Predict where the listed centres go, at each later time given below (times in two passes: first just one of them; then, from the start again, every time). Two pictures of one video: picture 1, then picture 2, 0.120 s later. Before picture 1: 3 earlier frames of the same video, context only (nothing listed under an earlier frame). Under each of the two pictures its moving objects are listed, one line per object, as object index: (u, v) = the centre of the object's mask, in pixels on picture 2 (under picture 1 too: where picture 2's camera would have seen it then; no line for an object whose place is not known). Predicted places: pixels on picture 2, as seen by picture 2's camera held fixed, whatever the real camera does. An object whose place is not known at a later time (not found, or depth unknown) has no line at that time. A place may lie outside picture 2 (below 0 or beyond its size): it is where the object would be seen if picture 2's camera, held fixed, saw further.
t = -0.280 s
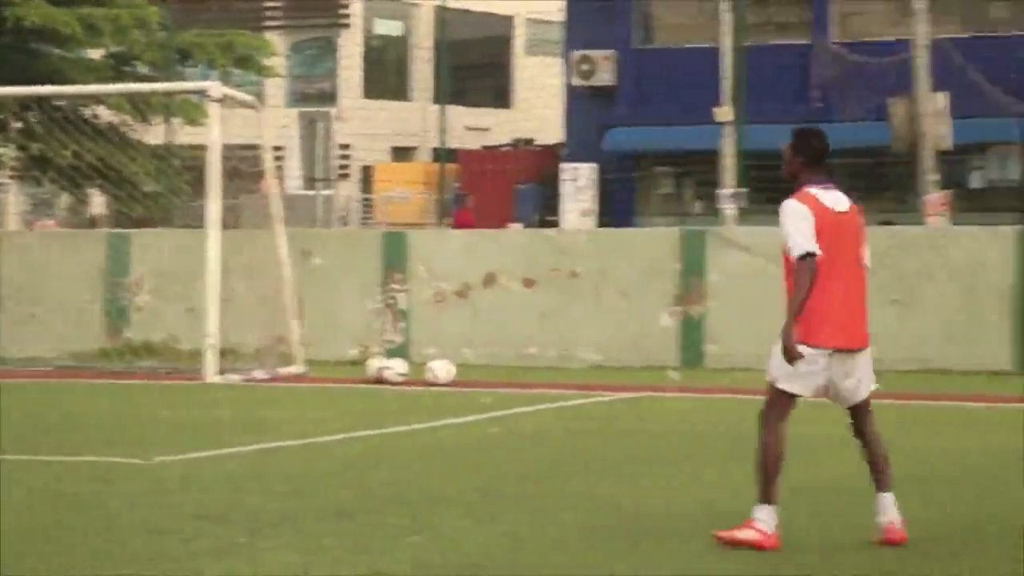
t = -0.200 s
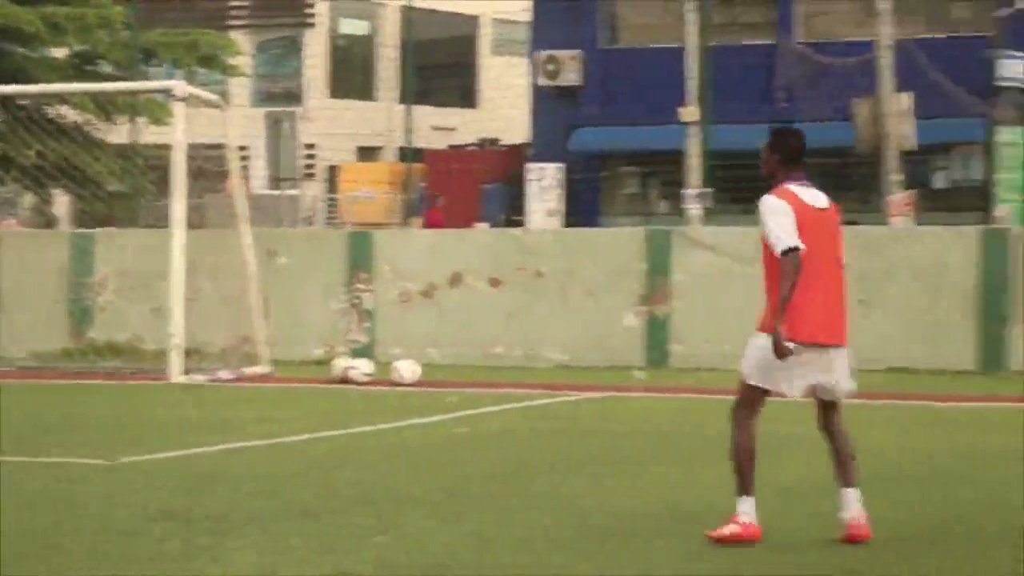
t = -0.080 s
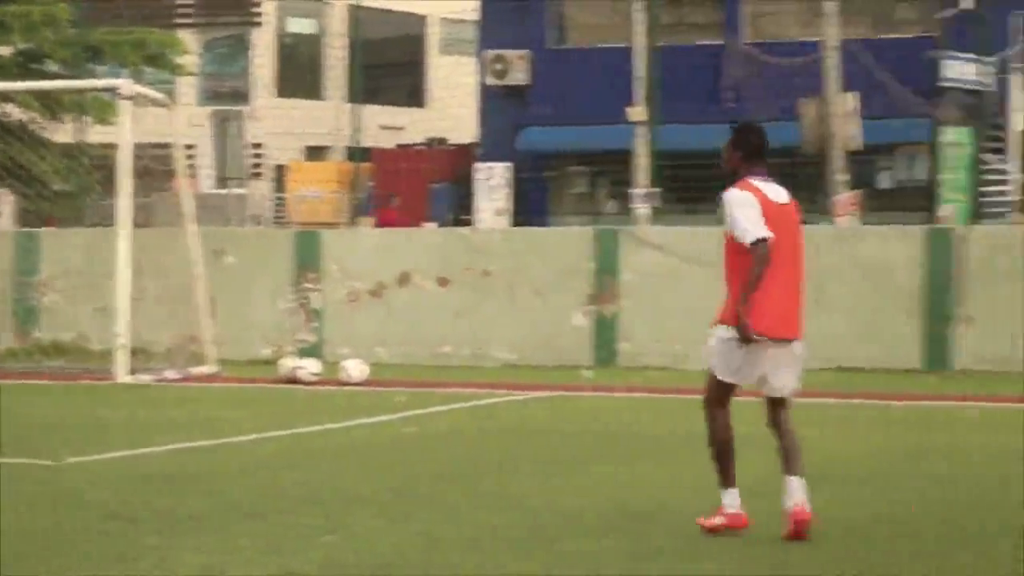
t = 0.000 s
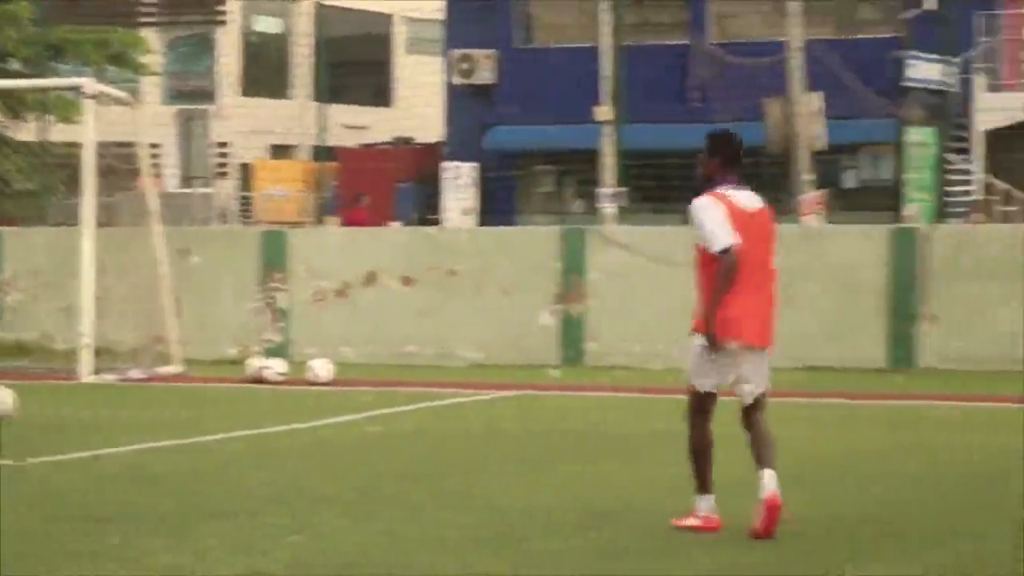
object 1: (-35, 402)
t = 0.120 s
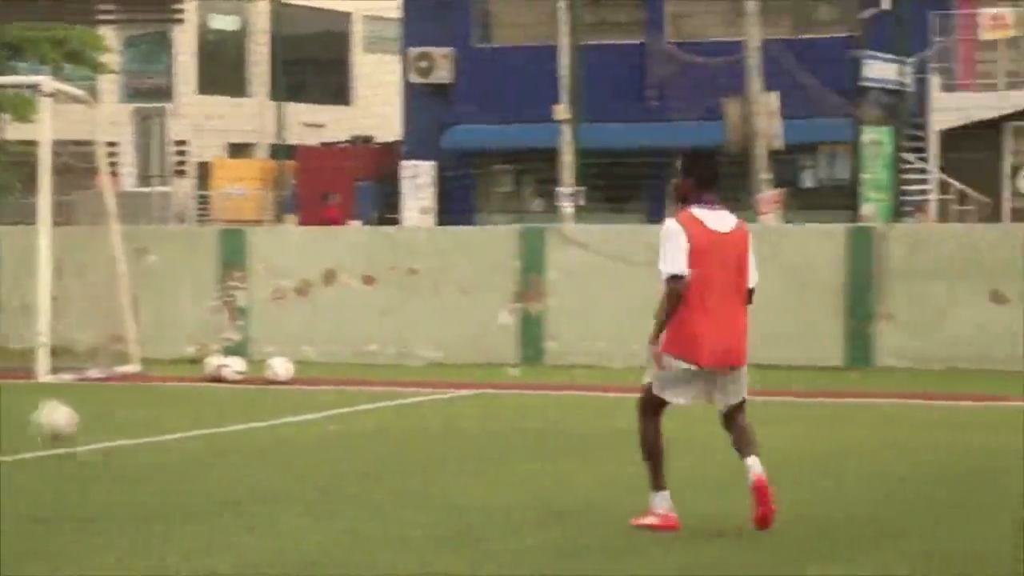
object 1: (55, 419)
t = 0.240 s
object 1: (162, 444)
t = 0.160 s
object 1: (91, 432)
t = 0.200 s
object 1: (127, 447)
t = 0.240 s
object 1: (162, 444)
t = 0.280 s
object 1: (204, 437)
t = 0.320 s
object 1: (242, 432)
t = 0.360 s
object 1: (282, 433)
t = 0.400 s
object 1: (325, 438)
